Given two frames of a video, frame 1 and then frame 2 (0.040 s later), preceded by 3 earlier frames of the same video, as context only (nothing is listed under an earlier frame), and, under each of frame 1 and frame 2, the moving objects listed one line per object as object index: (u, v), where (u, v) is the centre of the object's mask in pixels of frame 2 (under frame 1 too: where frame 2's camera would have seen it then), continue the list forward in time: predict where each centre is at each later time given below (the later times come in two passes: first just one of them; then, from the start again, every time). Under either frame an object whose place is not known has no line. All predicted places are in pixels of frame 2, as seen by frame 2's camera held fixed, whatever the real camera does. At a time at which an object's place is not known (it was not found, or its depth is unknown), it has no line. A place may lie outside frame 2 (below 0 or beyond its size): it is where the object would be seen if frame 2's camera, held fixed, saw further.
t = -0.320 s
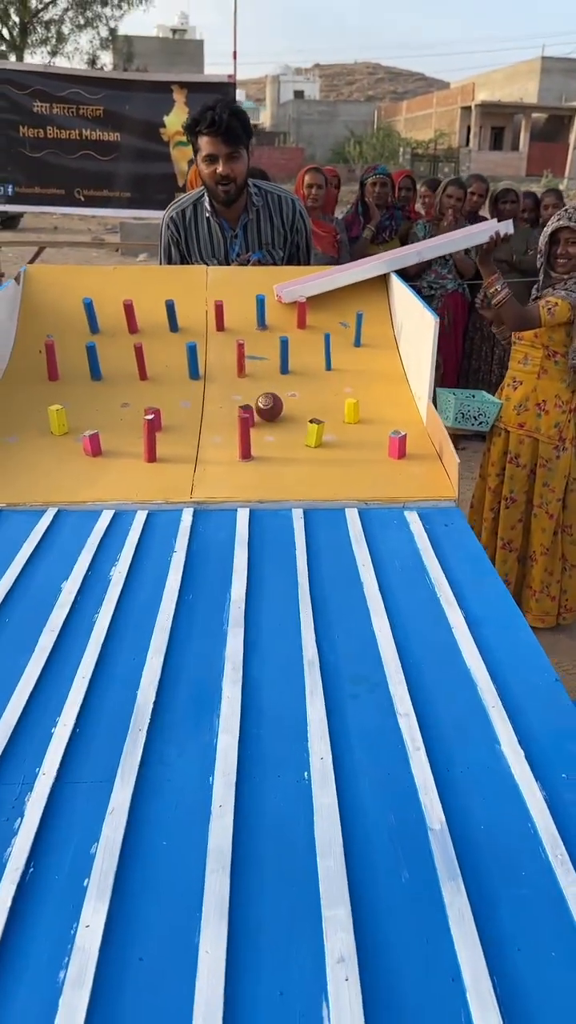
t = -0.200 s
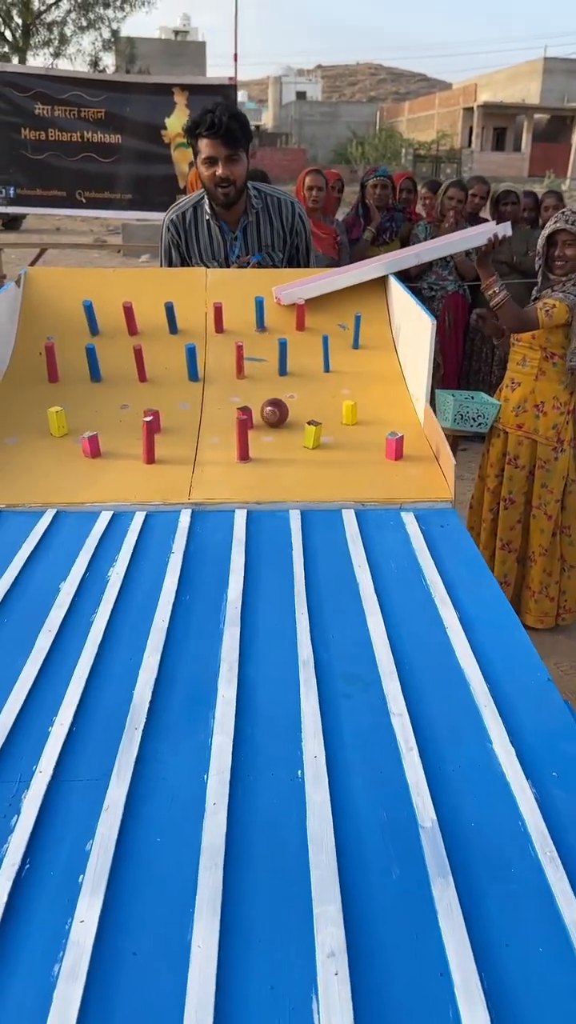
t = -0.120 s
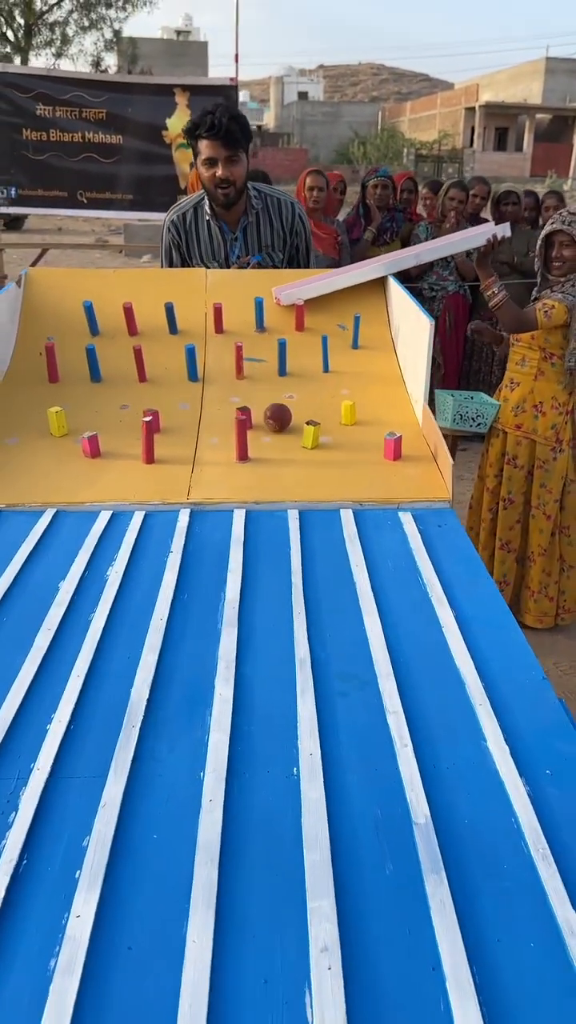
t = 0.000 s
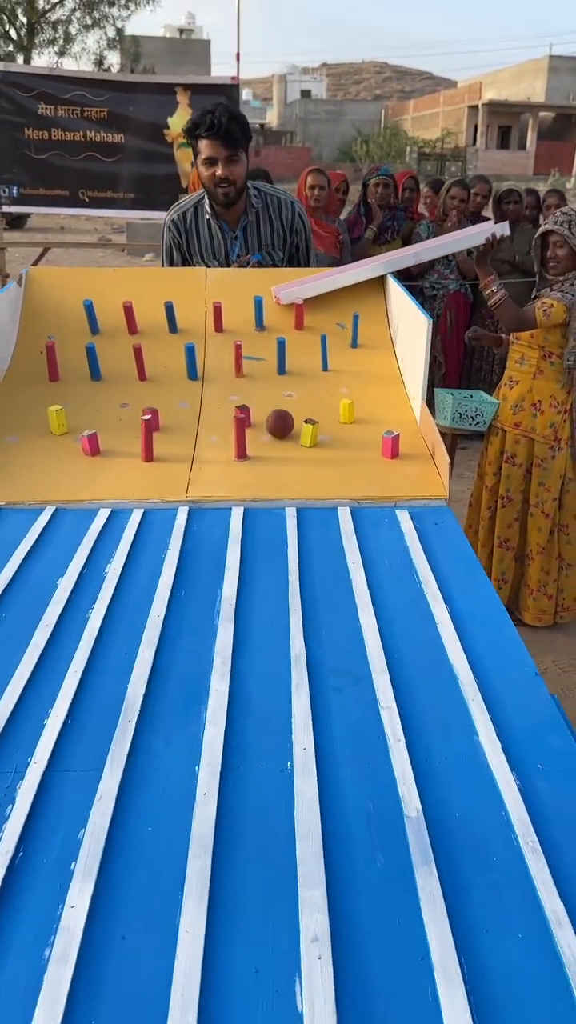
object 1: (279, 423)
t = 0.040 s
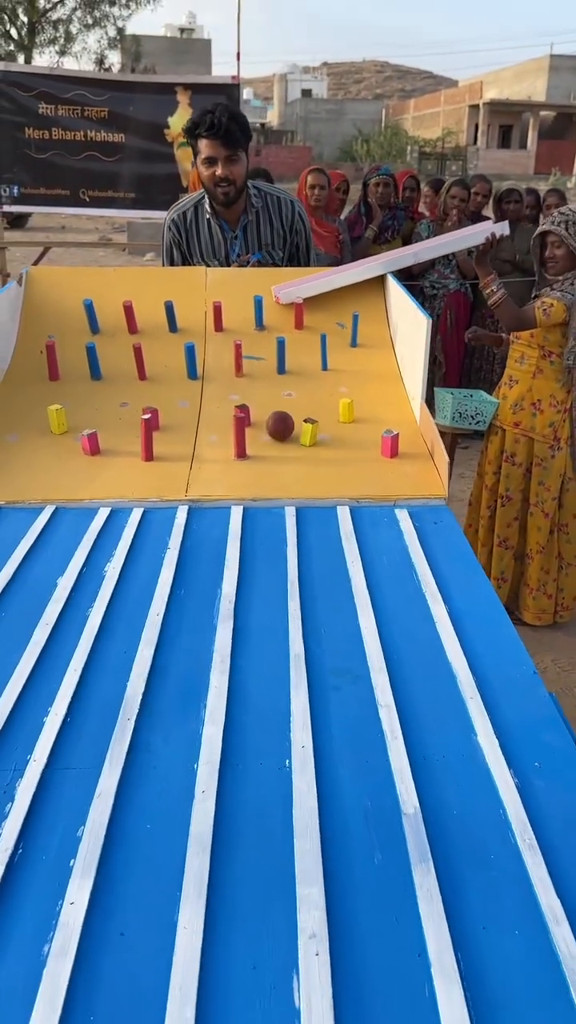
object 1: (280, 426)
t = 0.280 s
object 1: (280, 452)
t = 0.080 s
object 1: (281, 430)
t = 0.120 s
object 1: (281, 433)
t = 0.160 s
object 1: (281, 437)
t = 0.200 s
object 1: (280, 442)
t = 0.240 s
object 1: (280, 446)
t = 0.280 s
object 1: (280, 452)
